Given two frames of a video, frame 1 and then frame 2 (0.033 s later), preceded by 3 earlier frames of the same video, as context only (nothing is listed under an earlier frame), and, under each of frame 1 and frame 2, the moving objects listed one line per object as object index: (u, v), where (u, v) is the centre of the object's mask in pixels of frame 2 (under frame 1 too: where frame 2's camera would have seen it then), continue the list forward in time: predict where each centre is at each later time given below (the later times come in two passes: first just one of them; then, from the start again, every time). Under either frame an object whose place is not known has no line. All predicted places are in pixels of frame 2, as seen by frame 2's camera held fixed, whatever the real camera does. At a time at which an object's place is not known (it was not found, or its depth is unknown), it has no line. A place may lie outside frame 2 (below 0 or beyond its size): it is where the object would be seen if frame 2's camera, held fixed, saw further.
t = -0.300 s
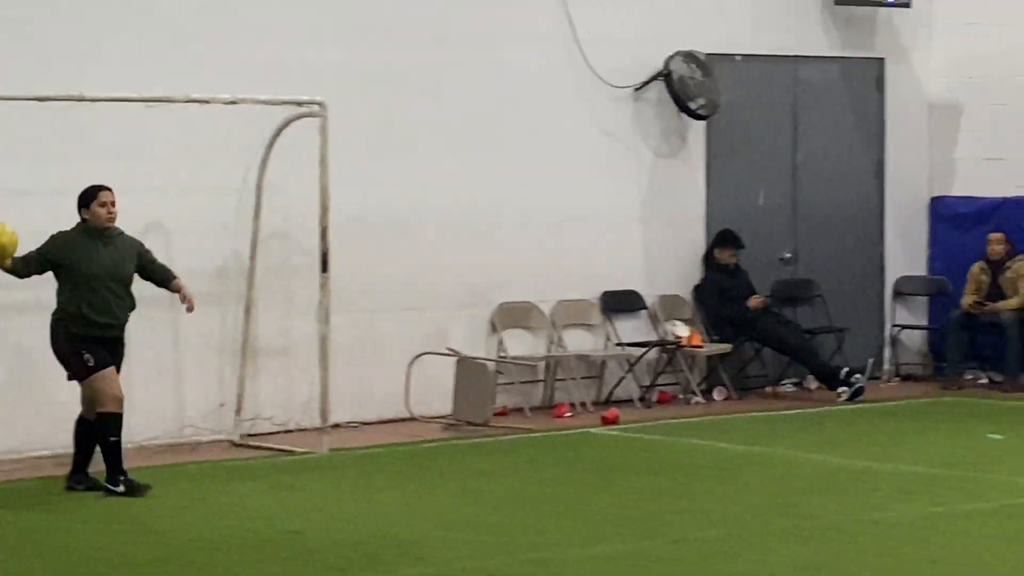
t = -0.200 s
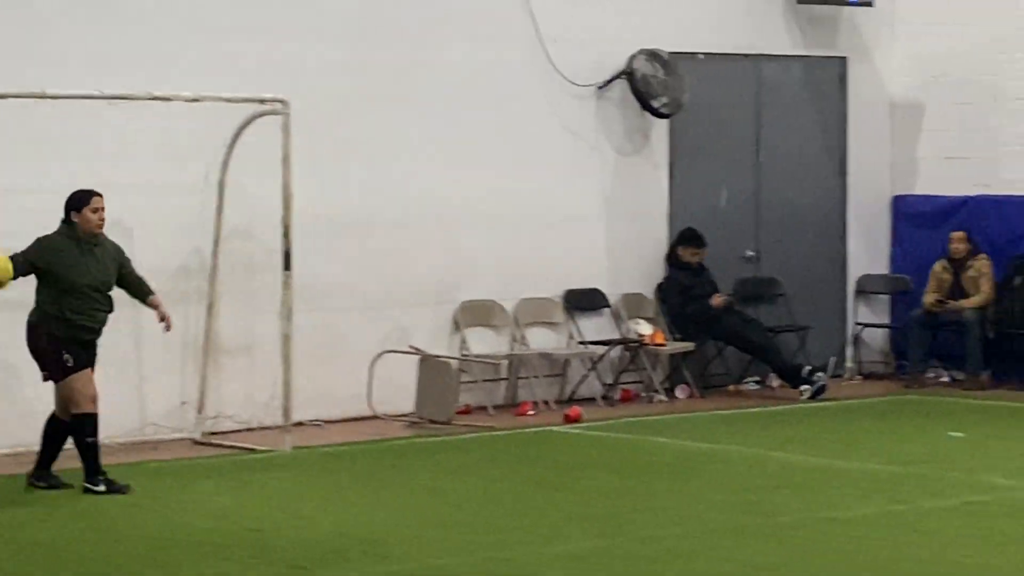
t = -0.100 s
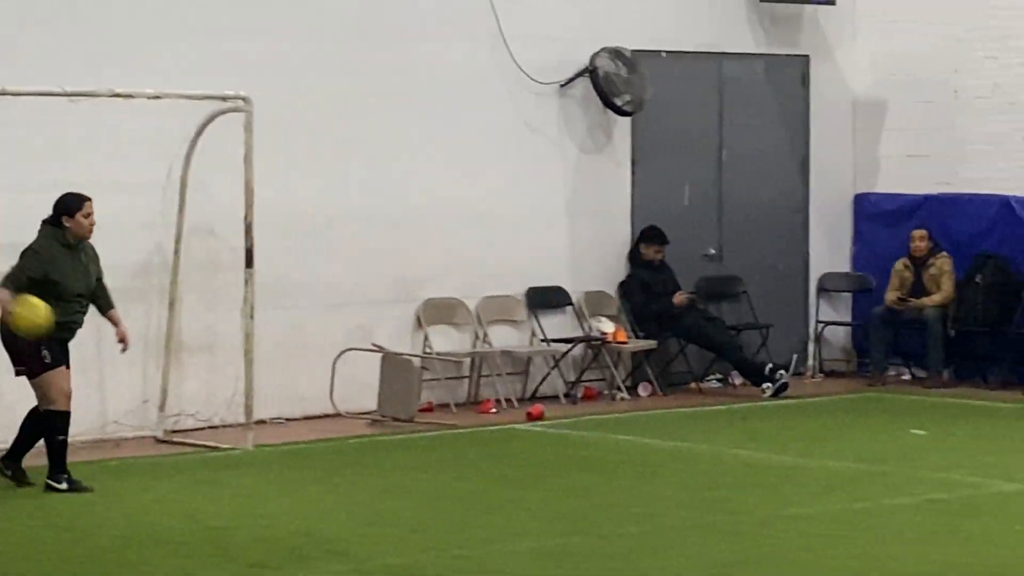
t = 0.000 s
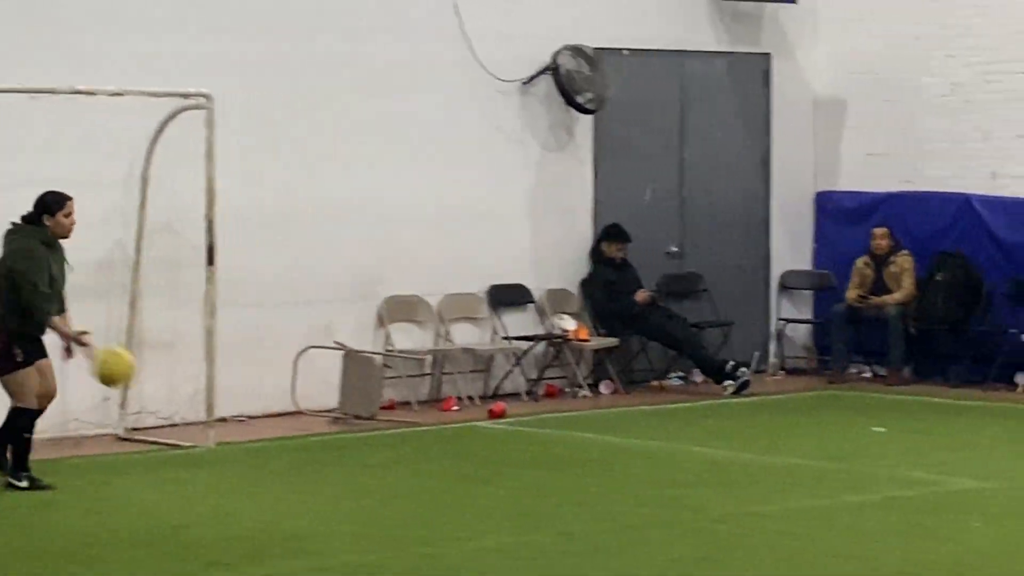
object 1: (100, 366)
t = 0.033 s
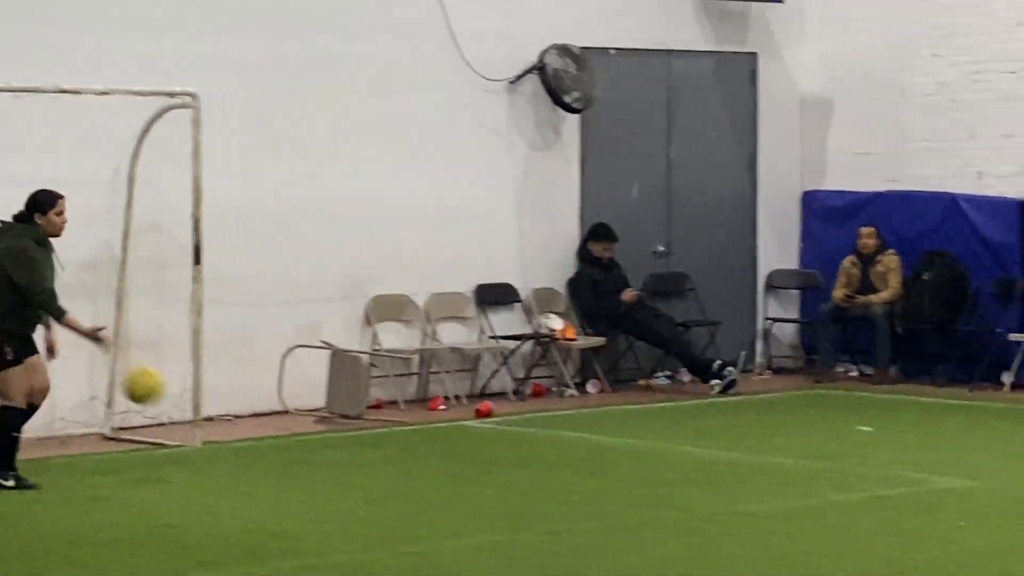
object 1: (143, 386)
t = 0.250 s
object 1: (370, 435)
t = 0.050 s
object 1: (163, 395)
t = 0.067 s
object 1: (186, 406)
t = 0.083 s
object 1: (205, 415)
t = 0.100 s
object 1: (226, 427)
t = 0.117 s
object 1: (249, 437)
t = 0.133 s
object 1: (269, 450)
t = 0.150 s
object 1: (288, 461)
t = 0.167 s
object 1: (305, 462)
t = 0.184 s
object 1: (319, 456)
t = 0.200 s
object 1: (332, 451)
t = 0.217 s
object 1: (345, 445)
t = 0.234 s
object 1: (358, 440)
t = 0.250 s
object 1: (370, 435)
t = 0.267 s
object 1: (383, 430)
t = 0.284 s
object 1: (397, 425)
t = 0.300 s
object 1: (410, 422)
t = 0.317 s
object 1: (423, 419)
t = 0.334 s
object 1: (436, 417)
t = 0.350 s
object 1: (449, 416)
